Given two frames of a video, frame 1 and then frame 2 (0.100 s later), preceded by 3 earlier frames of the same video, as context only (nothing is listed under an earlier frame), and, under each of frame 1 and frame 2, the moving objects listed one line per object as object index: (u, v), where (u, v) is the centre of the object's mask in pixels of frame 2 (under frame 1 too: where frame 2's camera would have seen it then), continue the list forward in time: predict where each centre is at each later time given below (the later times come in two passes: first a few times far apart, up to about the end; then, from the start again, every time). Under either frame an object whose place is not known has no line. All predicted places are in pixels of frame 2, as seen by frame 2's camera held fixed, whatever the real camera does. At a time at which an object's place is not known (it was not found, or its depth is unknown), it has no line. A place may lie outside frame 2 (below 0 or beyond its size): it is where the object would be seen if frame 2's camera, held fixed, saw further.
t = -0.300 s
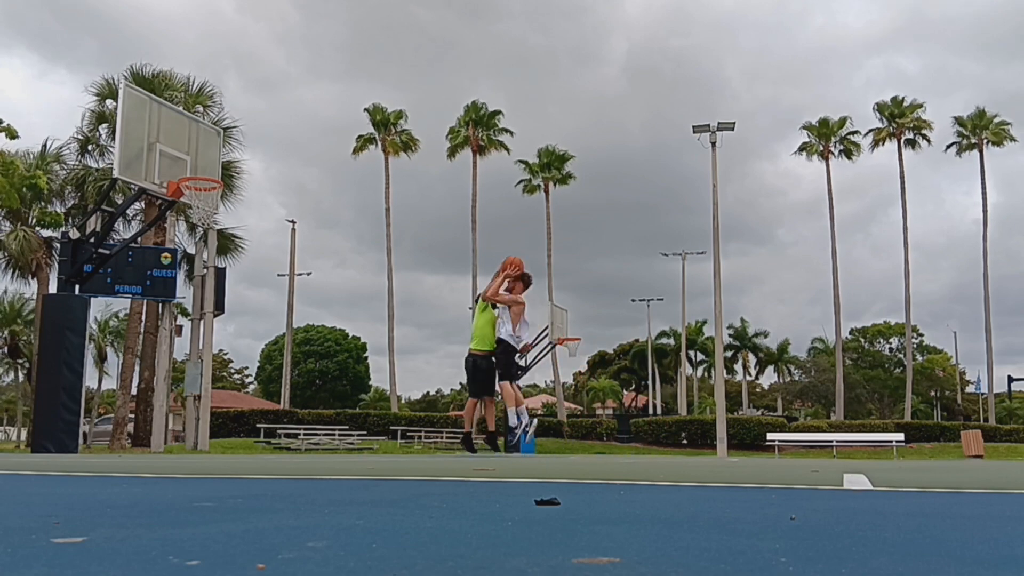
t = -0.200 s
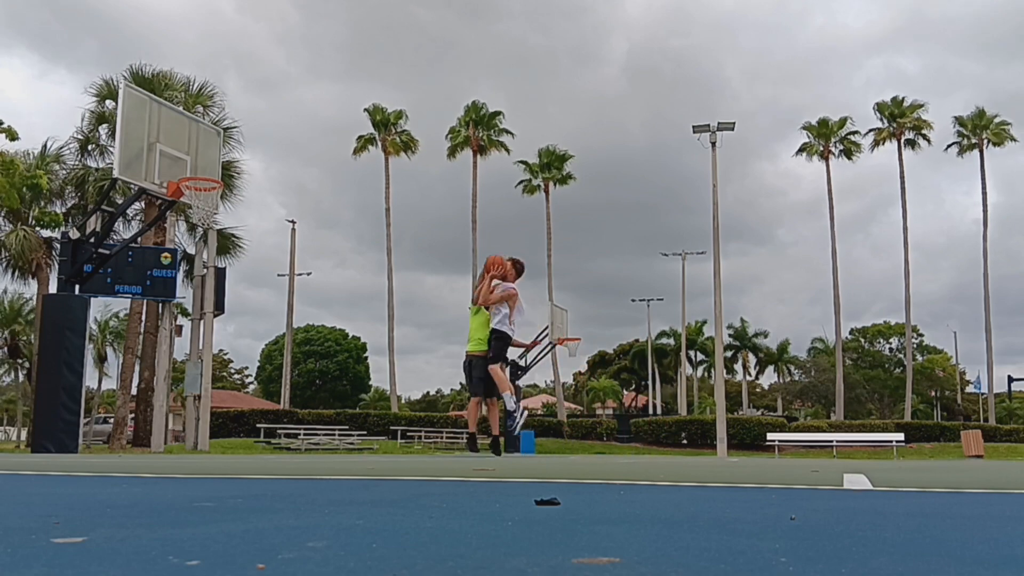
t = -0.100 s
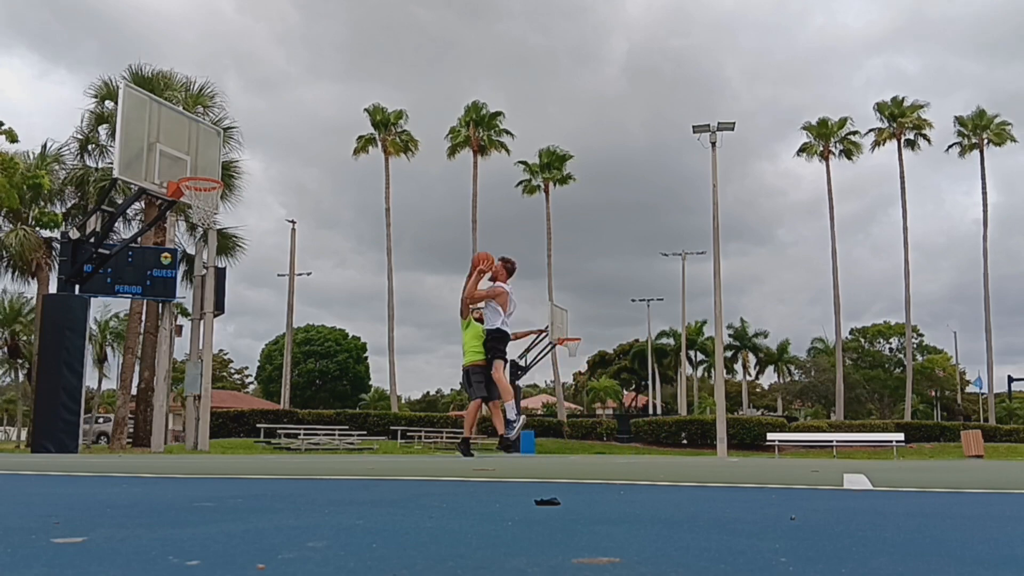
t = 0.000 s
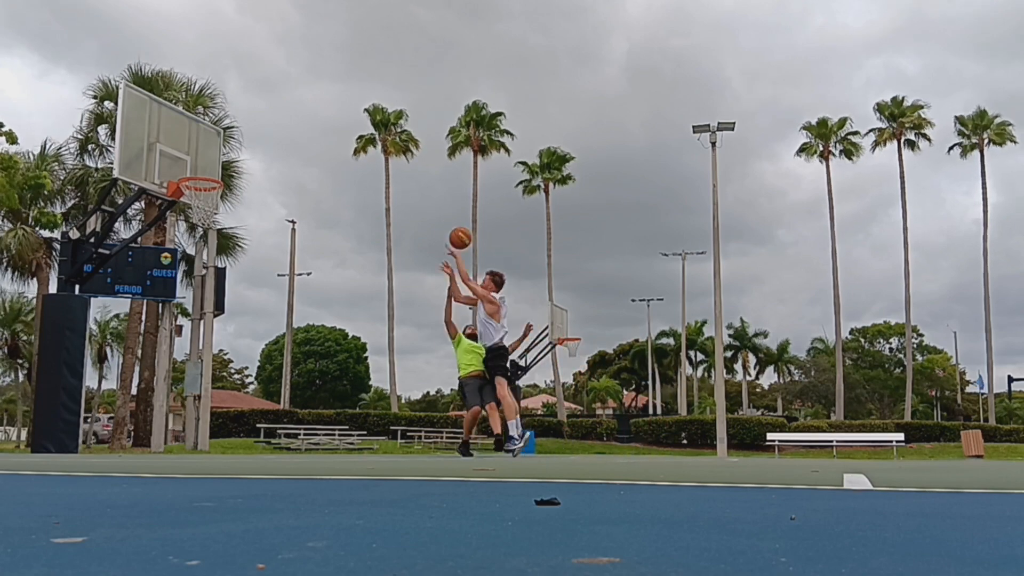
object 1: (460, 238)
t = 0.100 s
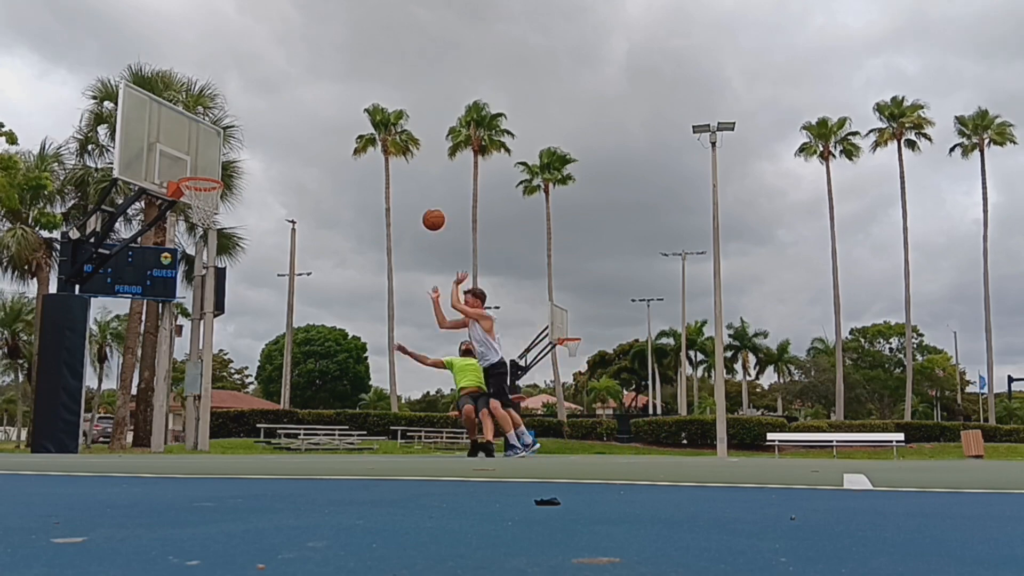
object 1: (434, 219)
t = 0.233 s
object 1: (399, 209)
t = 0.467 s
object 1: (341, 228)
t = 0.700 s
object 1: (285, 292)
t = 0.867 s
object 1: (245, 365)
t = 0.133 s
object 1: (425, 215)
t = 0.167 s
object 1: (416, 212)
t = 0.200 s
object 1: (408, 210)
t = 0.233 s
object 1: (399, 209)
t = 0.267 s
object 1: (391, 209)
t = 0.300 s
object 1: (382, 210)
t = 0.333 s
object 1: (374, 212)
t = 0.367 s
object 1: (366, 214)
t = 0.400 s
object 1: (358, 218)
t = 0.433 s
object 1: (349, 223)
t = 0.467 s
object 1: (341, 228)
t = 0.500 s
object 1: (333, 234)
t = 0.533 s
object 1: (325, 242)
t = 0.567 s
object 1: (317, 250)
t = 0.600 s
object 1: (309, 259)
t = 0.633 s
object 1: (301, 269)
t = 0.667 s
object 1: (293, 280)
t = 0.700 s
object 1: (285, 292)
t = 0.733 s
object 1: (277, 305)
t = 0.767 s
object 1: (269, 318)
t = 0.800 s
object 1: (261, 333)
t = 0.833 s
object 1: (253, 348)
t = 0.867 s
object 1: (245, 365)
